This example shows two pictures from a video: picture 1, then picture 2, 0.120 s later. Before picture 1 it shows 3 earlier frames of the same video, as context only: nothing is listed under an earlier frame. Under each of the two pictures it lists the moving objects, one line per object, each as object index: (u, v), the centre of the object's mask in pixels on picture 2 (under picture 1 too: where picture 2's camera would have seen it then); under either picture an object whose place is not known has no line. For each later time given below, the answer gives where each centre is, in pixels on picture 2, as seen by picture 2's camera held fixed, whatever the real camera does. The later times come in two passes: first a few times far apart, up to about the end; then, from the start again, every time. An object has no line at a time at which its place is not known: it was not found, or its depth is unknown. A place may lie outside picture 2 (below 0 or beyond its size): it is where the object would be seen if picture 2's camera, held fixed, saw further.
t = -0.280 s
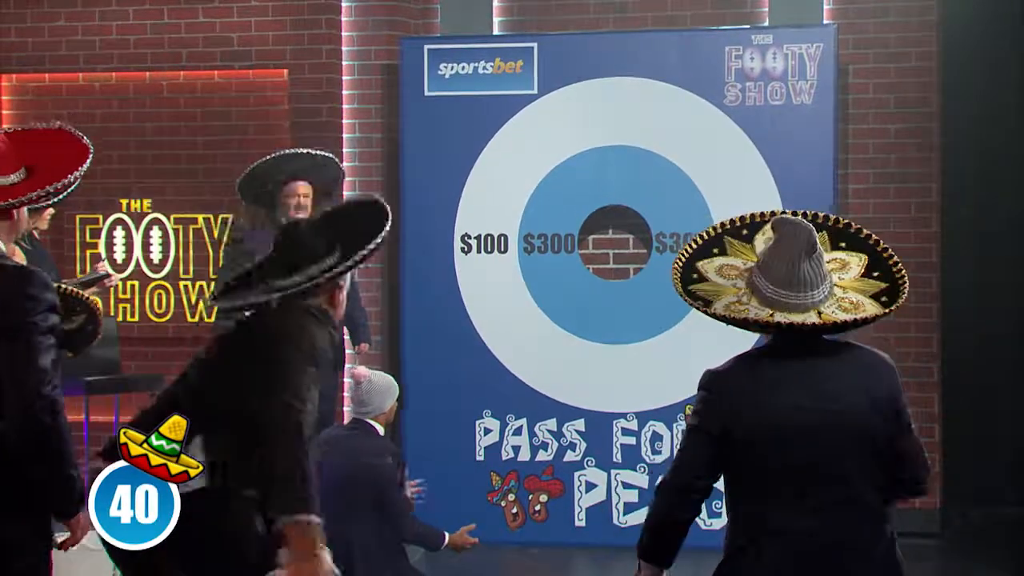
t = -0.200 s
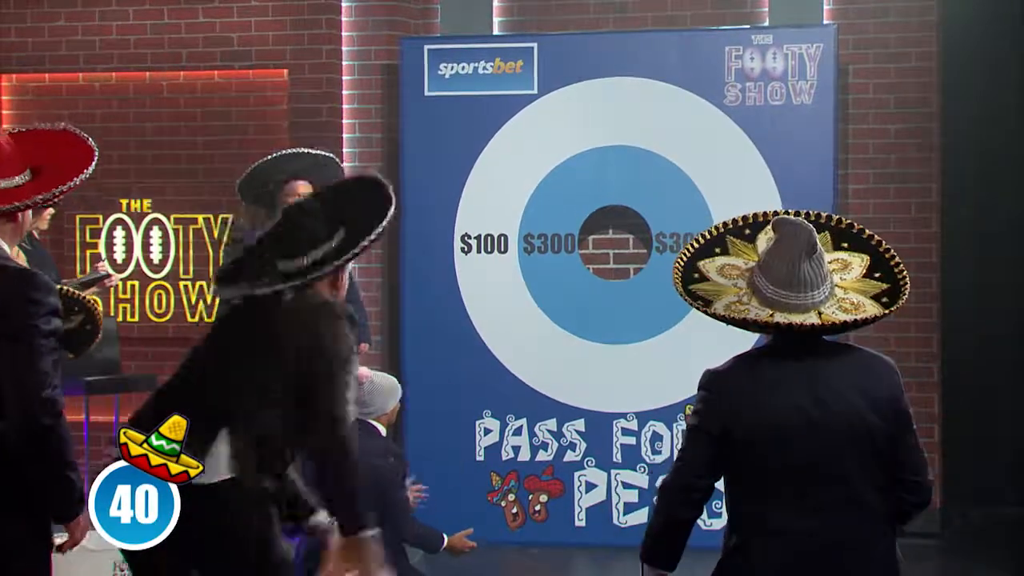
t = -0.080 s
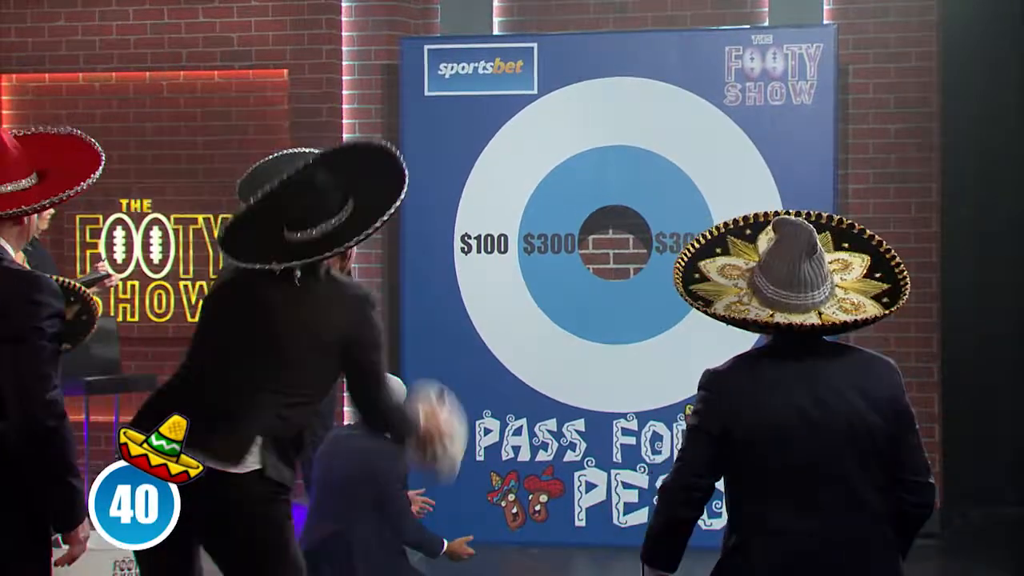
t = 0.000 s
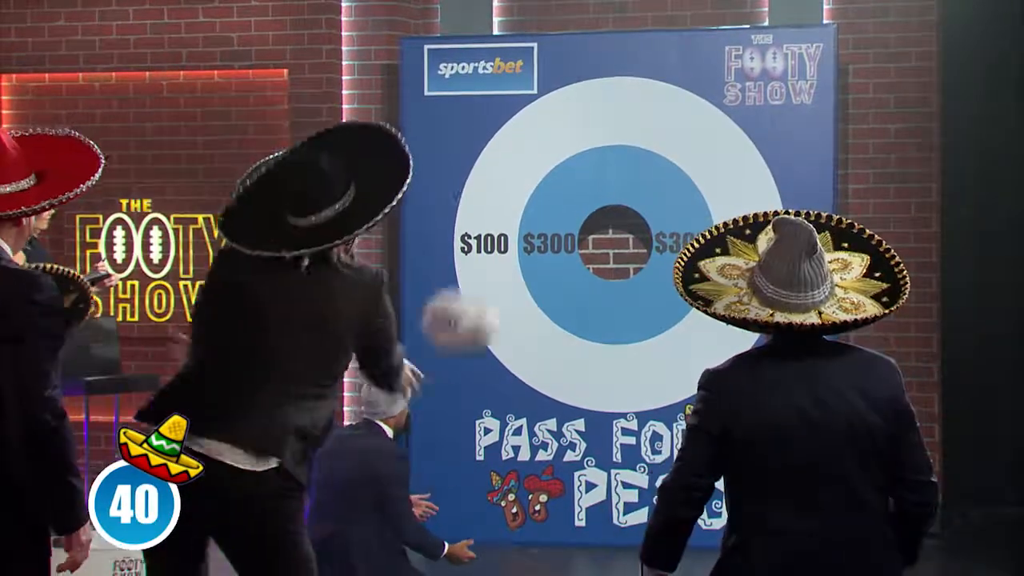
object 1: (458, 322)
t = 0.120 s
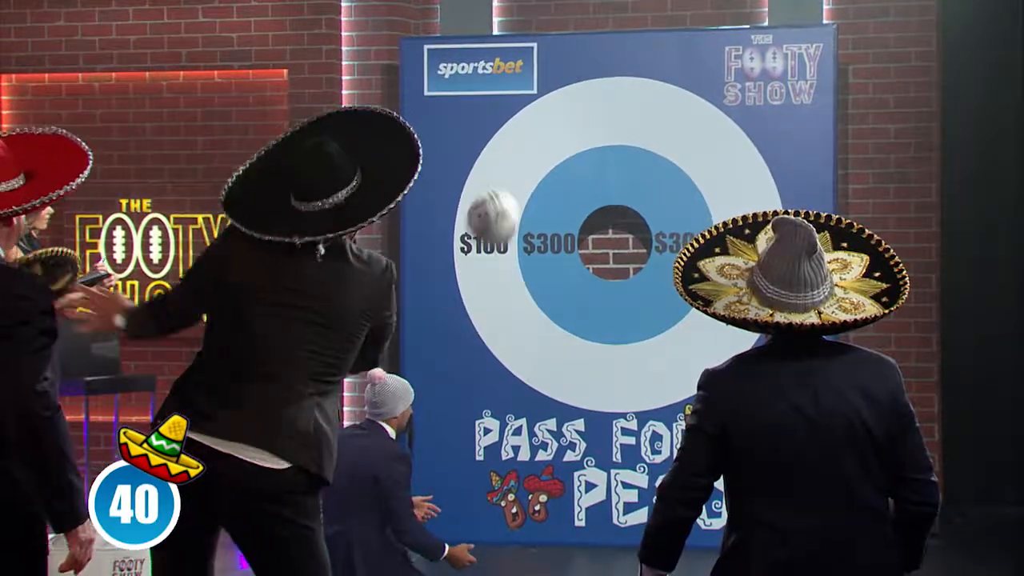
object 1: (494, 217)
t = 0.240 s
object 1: (519, 170)
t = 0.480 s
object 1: (562, 183)
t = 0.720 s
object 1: (593, 294)
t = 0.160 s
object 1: (503, 197)
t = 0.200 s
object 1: (511, 179)
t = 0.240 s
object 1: (519, 170)
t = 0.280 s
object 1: (527, 164)
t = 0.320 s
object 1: (534, 162)
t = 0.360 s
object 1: (541, 163)
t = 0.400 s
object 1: (548, 167)
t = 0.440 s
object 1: (556, 173)
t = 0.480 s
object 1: (562, 183)
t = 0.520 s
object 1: (567, 196)
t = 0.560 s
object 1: (572, 212)
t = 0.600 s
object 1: (578, 229)
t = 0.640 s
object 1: (583, 249)
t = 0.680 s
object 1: (589, 270)
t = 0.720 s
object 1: (593, 294)
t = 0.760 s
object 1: (597, 318)
